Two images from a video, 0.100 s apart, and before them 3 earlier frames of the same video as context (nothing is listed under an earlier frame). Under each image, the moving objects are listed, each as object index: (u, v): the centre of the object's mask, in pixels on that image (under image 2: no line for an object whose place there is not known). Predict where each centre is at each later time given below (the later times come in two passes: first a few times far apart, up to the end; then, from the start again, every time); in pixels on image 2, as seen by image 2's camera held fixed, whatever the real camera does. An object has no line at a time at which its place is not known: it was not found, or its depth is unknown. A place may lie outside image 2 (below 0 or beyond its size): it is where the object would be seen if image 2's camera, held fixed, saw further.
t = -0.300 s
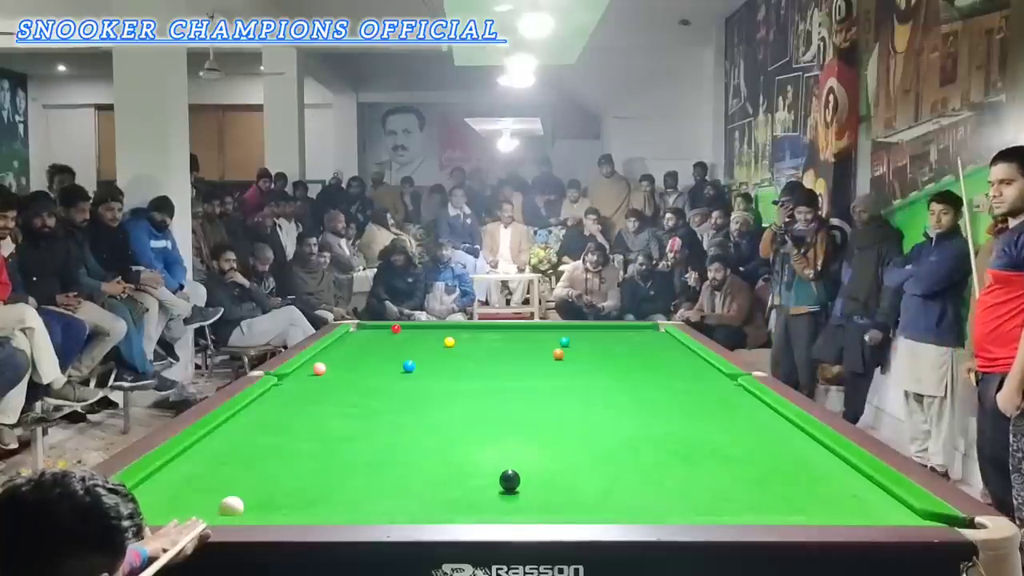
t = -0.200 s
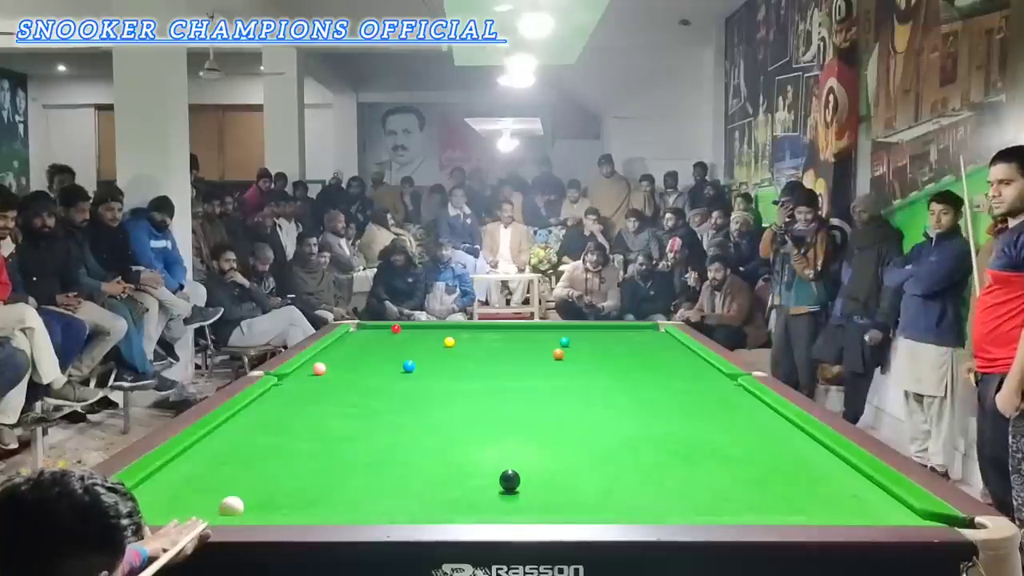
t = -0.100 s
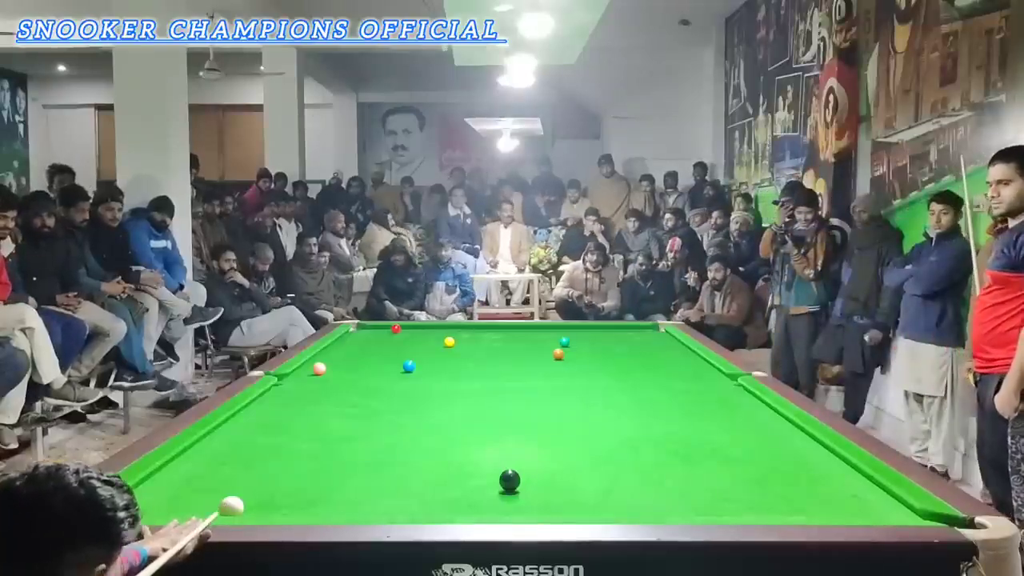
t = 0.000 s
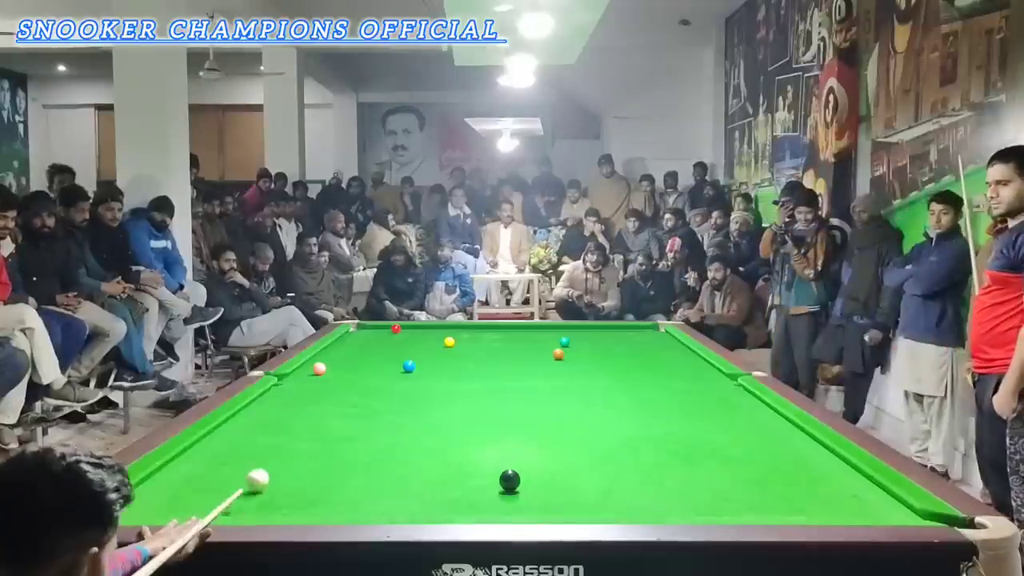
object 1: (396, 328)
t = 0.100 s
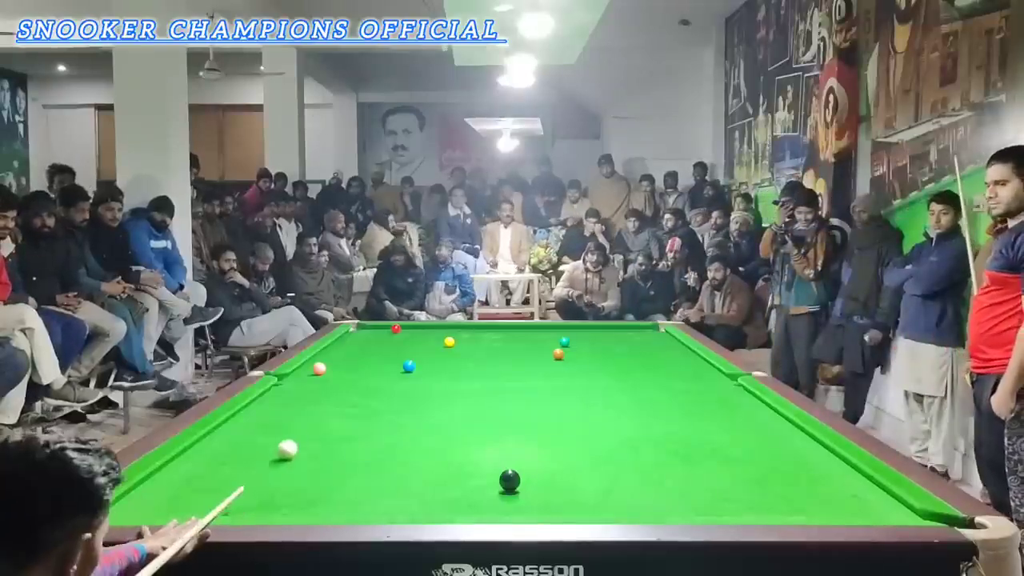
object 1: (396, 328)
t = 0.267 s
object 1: (396, 328)
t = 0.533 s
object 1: (396, 328)
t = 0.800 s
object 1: (396, 328)
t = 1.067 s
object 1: (388, 327)
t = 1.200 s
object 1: (368, 326)
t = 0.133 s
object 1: (396, 328)
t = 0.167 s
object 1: (396, 328)
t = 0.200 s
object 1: (396, 328)
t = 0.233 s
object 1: (396, 328)
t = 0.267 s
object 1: (396, 328)
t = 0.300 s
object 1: (396, 328)
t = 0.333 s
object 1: (396, 328)
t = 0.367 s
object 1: (396, 328)
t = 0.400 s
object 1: (396, 328)
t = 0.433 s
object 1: (396, 328)
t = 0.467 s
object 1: (396, 328)
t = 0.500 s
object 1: (396, 328)
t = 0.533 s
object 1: (396, 328)
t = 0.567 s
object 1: (396, 328)
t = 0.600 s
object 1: (396, 328)
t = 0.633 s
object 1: (396, 328)
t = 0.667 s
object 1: (396, 328)
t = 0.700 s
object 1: (396, 328)
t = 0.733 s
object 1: (396, 328)
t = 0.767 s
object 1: (396, 328)
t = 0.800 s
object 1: (396, 328)
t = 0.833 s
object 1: (396, 328)
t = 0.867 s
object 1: (396, 328)
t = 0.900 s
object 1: (396, 328)
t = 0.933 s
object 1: (396, 327)
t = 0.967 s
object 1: (395, 326)
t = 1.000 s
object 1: (394, 326)
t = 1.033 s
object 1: (394, 327)
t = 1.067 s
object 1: (388, 327)
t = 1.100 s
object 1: (382, 327)
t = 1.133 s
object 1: (376, 326)
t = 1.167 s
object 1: (371, 326)
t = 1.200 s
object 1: (368, 326)
